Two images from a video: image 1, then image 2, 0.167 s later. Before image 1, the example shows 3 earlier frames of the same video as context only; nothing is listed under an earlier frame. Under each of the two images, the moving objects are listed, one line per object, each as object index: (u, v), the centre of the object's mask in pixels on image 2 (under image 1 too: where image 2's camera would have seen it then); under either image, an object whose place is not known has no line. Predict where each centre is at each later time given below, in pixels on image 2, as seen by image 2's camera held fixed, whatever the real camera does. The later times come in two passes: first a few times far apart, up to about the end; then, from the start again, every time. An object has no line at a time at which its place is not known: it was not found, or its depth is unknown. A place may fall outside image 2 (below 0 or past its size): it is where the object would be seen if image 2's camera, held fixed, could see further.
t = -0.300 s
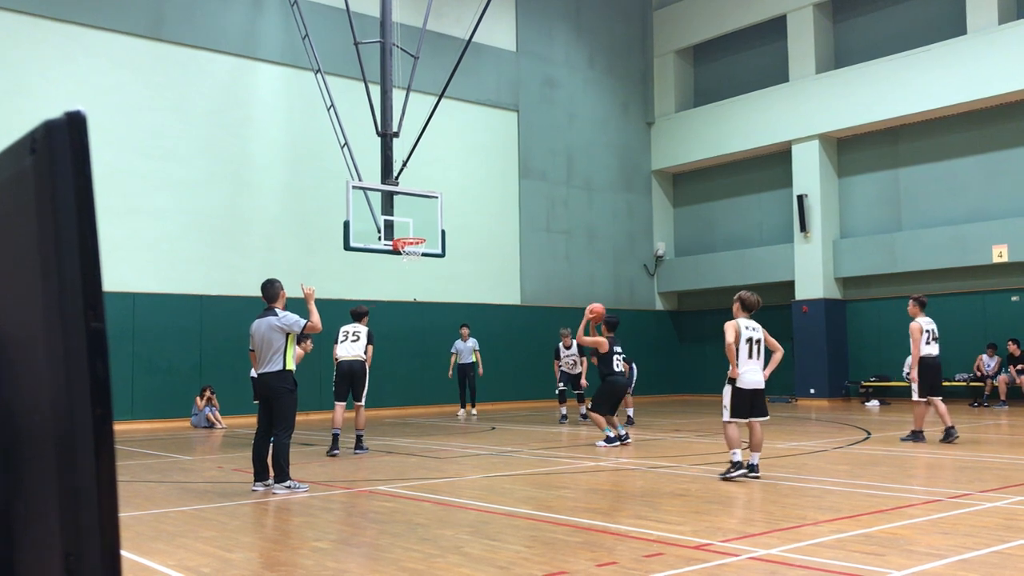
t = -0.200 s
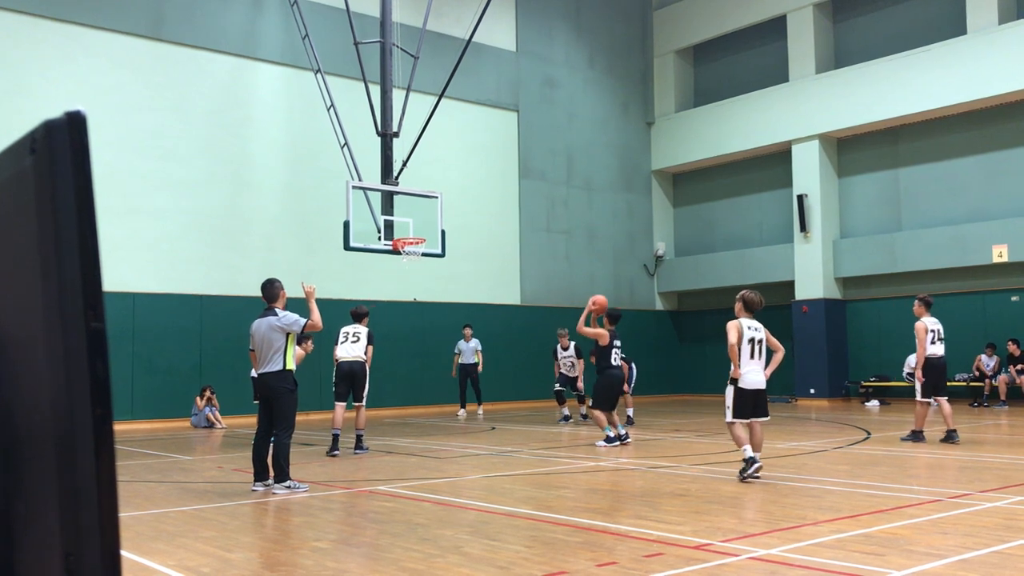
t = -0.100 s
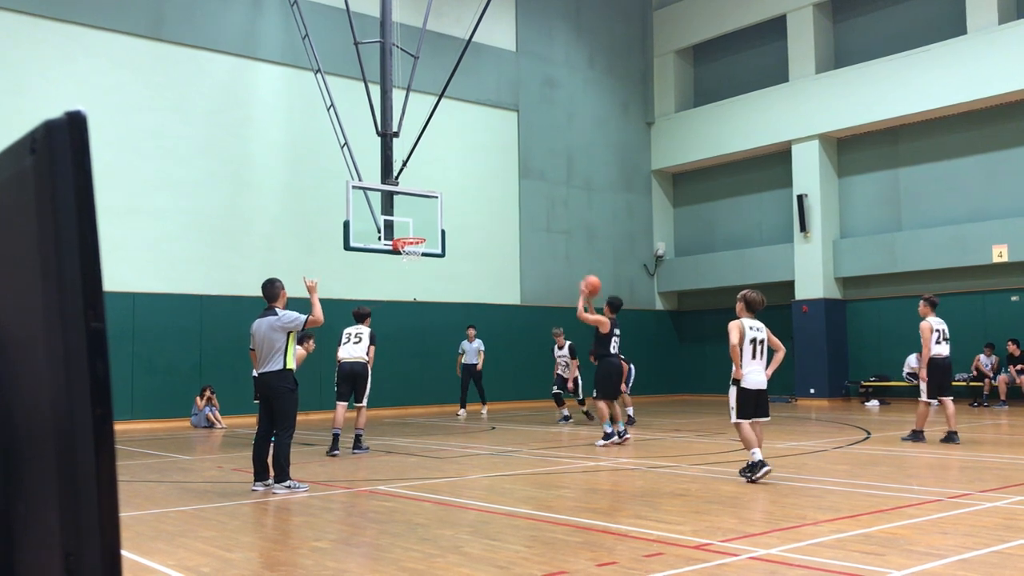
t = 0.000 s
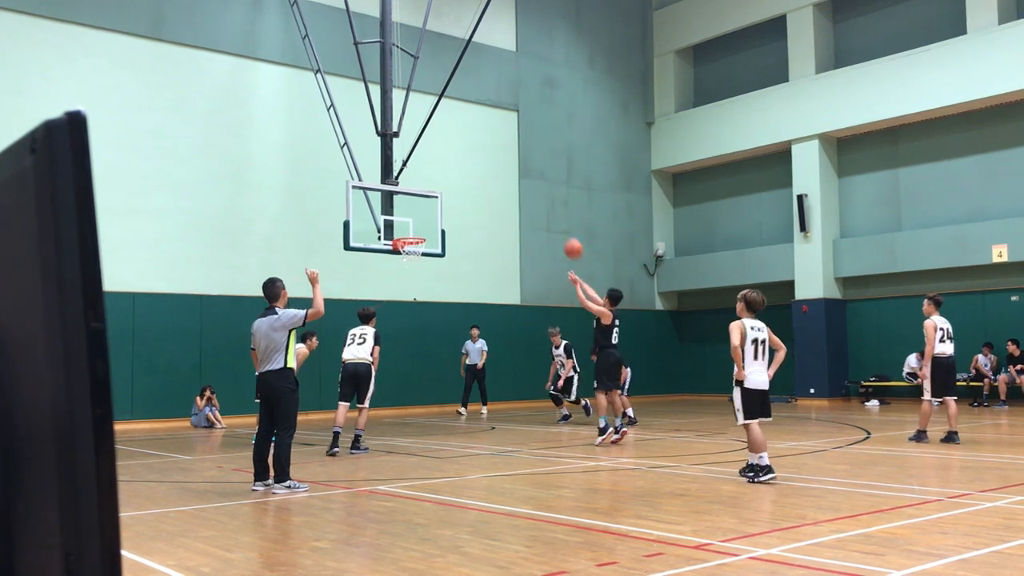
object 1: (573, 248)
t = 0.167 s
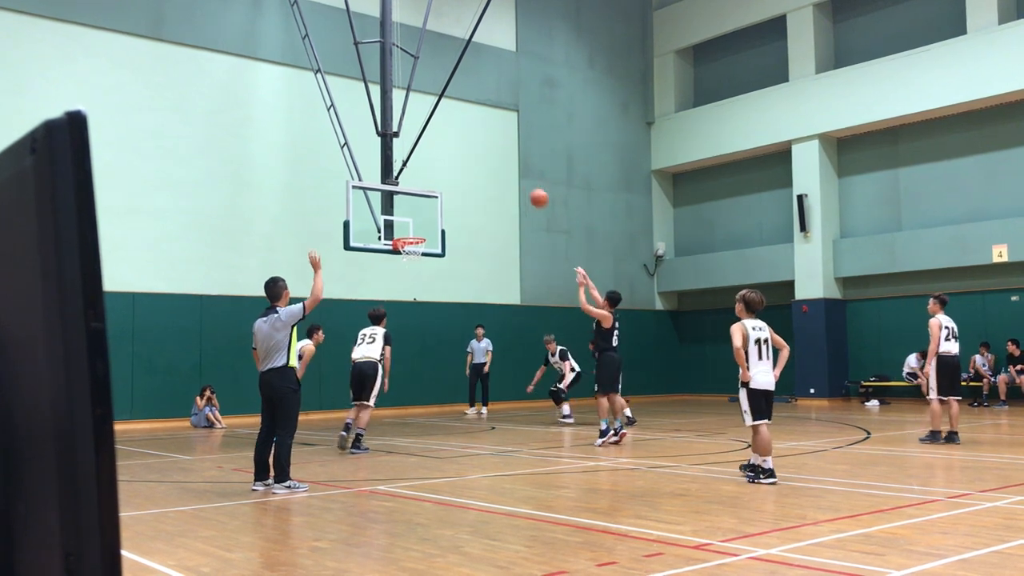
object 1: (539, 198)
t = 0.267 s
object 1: (521, 179)
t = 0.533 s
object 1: (475, 163)
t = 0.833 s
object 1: (432, 199)
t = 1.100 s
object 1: (407, 231)
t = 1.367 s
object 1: (414, 225)
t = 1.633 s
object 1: (421, 229)
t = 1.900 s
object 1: (416, 232)
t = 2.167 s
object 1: (408, 263)
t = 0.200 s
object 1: (533, 191)
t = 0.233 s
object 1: (527, 184)
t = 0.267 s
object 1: (521, 179)
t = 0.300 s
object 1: (514, 174)
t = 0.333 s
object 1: (508, 171)
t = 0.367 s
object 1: (503, 168)
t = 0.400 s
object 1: (497, 165)
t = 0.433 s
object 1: (491, 164)
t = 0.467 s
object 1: (486, 163)
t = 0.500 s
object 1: (481, 163)
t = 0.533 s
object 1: (475, 163)
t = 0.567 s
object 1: (470, 165)
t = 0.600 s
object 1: (465, 167)
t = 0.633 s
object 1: (460, 170)
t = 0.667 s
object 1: (455, 173)
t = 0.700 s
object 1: (450, 177)
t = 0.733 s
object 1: (446, 181)
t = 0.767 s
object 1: (441, 187)
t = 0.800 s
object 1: (437, 193)
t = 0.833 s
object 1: (432, 199)
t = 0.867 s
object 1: (428, 207)
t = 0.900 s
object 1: (423, 214)
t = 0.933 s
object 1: (419, 222)
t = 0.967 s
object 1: (415, 231)
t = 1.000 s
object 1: (413, 230)
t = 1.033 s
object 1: (411, 230)
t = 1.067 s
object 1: (409, 230)
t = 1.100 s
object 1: (407, 231)
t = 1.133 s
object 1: (405, 232)
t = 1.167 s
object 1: (404, 232)
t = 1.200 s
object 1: (403, 231)
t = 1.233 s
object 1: (405, 228)
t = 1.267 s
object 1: (408, 226)
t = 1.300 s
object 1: (409, 225)
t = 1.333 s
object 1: (412, 225)
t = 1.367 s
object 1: (414, 225)
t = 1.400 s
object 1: (416, 225)
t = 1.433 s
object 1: (418, 227)
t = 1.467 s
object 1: (420, 229)
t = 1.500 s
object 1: (422, 231)
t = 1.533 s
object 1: (421, 230)
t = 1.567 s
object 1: (421, 229)
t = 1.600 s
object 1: (421, 229)
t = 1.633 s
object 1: (421, 229)
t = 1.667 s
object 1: (421, 230)
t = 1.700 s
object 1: (421, 231)
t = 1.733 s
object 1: (420, 231)
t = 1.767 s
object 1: (419, 231)
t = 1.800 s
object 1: (419, 231)
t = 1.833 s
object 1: (418, 232)
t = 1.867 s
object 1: (417, 232)
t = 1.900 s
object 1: (416, 232)
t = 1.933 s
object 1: (415, 233)
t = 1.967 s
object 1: (414, 234)
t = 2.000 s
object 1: (413, 239)
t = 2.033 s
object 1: (413, 244)
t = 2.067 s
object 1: (412, 246)
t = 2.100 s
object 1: (410, 252)
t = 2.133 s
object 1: (409, 259)
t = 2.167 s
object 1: (408, 263)
